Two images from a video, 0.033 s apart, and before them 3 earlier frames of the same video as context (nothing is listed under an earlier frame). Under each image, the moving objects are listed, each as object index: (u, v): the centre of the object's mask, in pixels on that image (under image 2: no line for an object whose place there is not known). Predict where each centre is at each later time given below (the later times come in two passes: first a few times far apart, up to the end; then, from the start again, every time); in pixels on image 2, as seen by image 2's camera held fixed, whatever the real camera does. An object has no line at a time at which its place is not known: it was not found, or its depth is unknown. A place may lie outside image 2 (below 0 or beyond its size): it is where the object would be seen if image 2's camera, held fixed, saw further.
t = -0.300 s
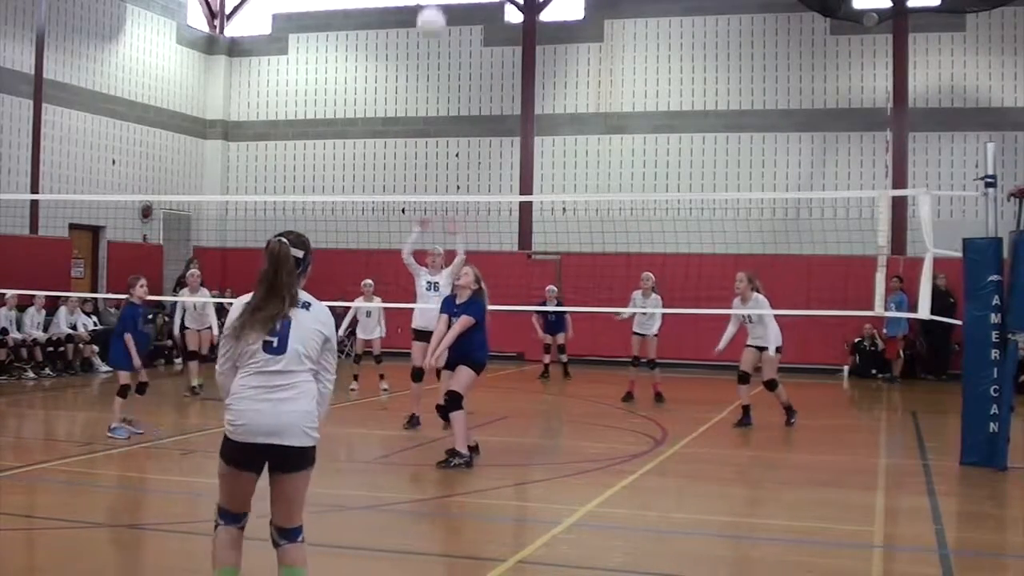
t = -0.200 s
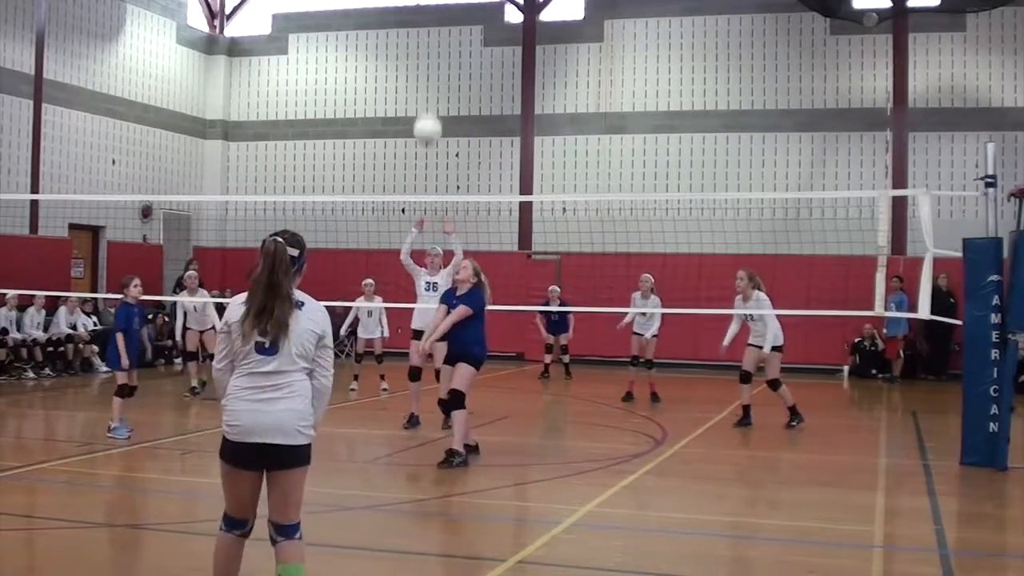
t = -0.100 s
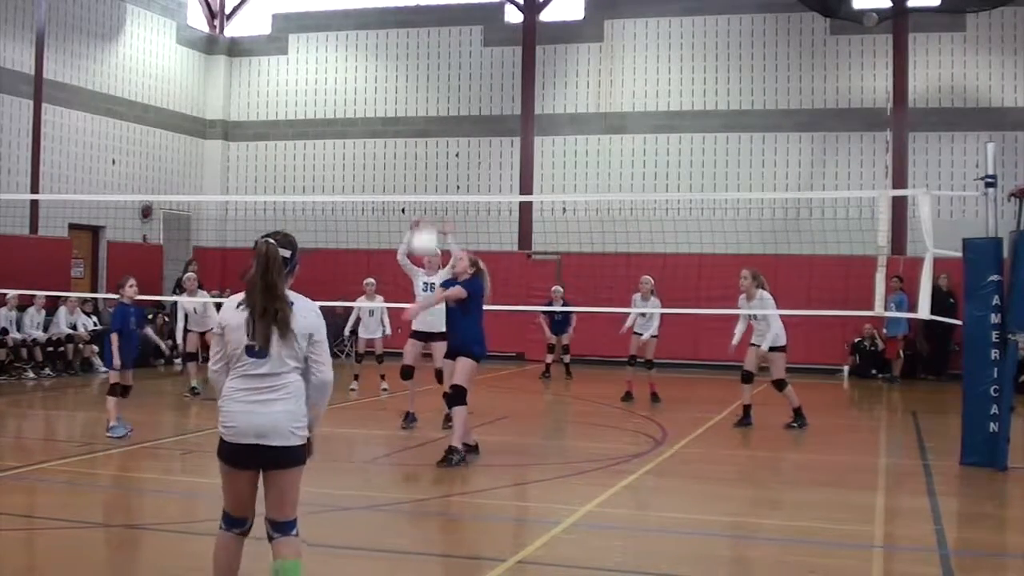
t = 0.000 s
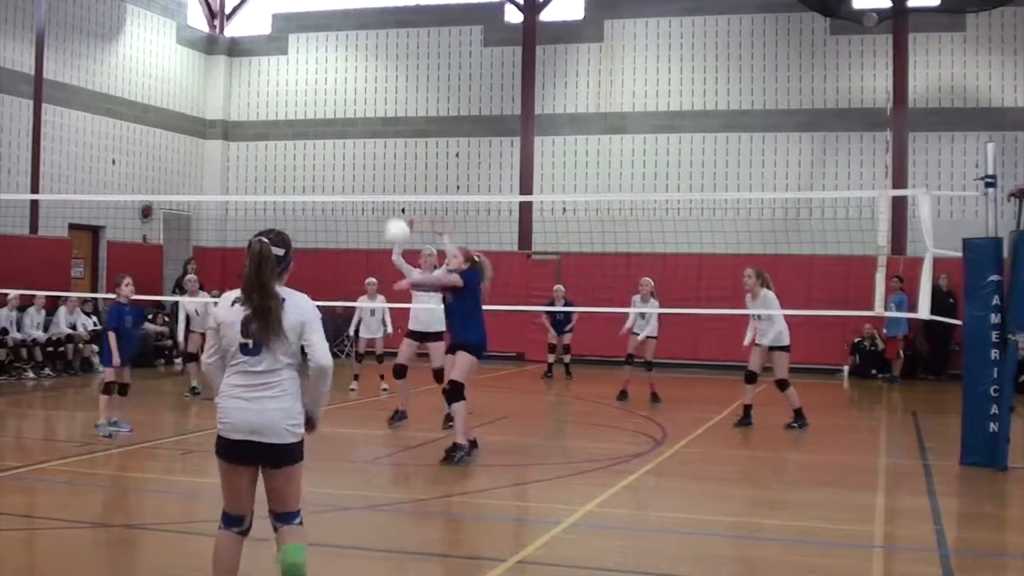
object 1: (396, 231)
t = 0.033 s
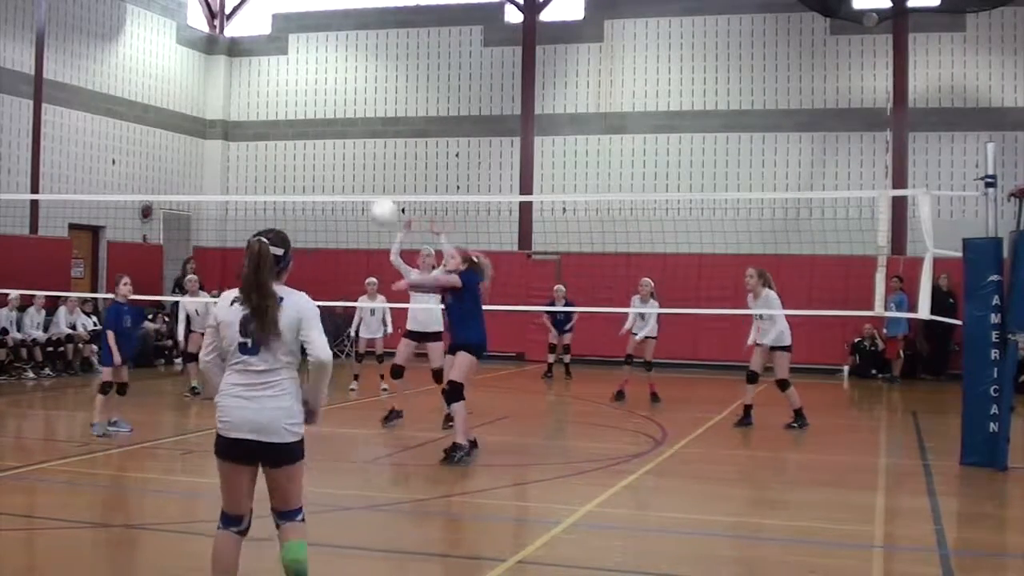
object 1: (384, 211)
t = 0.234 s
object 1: (305, 119)
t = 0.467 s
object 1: (218, 78)
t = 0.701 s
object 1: (132, 105)
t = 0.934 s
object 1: (51, 199)
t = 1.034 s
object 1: (20, 262)
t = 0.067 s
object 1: (370, 192)
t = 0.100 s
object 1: (356, 174)
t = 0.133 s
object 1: (345, 159)
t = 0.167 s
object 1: (331, 143)
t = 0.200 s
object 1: (318, 129)
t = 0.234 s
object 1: (305, 119)
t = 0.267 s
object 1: (294, 111)
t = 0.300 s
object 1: (280, 100)
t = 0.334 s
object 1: (267, 94)
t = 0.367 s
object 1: (256, 88)
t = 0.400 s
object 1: (242, 83)
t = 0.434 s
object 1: (230, 80)
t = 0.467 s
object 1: (218, 78)
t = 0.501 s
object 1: (206, 78)
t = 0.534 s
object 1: (193, 79)
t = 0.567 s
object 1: (182, 86)
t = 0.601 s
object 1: (170, 88)
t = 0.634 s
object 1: (156, 93)
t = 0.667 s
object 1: (144, 97)
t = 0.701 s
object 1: (132, 105)
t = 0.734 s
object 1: (121, 115)
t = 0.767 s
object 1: (108, 127)
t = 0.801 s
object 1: (96, 140)
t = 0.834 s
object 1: (86, 153)
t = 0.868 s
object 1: (74, 168)
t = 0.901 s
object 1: (63, 184)
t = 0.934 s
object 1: (51, 199)
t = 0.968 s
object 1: (40, 219)
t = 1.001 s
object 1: (30, 242)
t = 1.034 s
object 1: (20, 262)
